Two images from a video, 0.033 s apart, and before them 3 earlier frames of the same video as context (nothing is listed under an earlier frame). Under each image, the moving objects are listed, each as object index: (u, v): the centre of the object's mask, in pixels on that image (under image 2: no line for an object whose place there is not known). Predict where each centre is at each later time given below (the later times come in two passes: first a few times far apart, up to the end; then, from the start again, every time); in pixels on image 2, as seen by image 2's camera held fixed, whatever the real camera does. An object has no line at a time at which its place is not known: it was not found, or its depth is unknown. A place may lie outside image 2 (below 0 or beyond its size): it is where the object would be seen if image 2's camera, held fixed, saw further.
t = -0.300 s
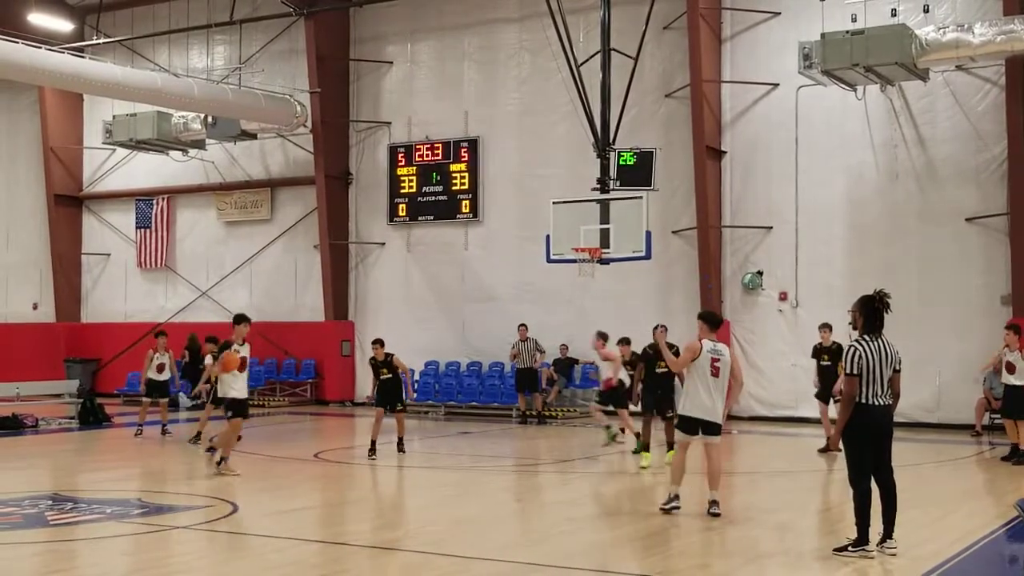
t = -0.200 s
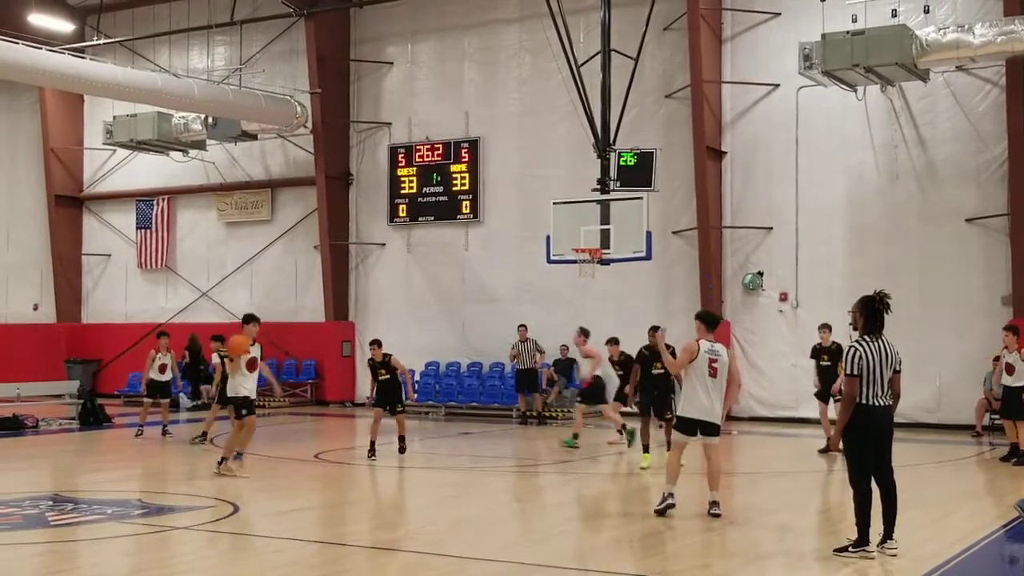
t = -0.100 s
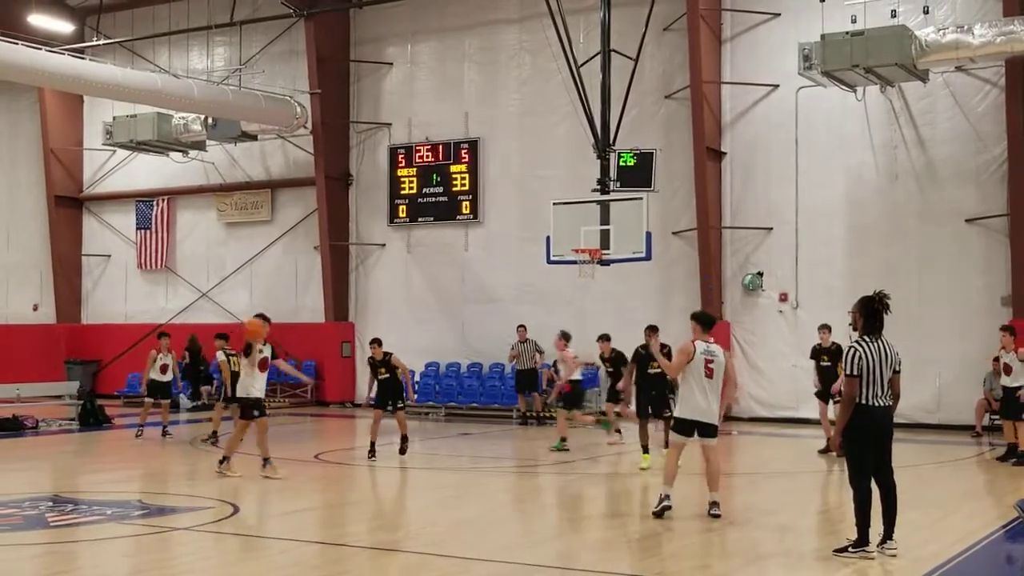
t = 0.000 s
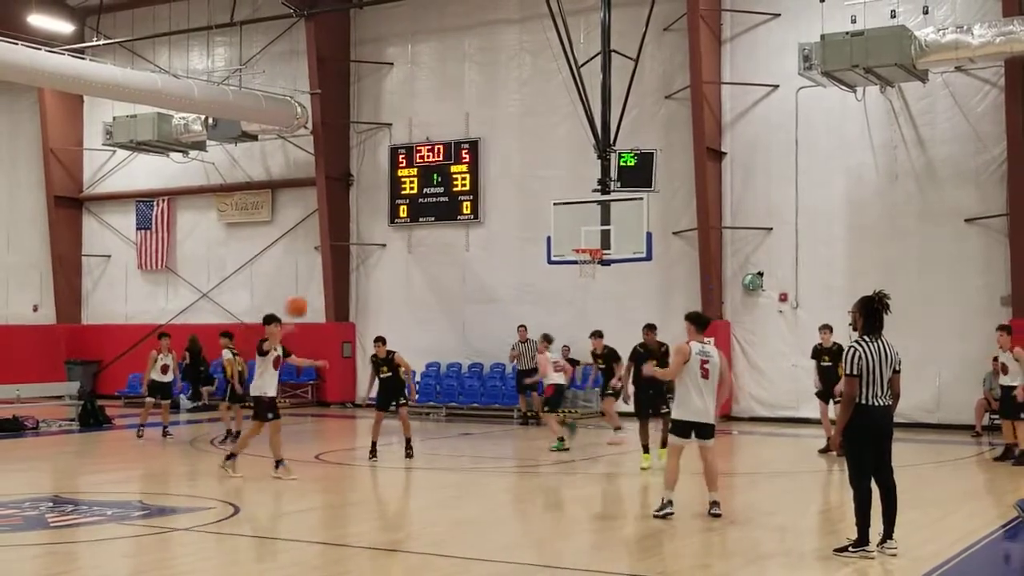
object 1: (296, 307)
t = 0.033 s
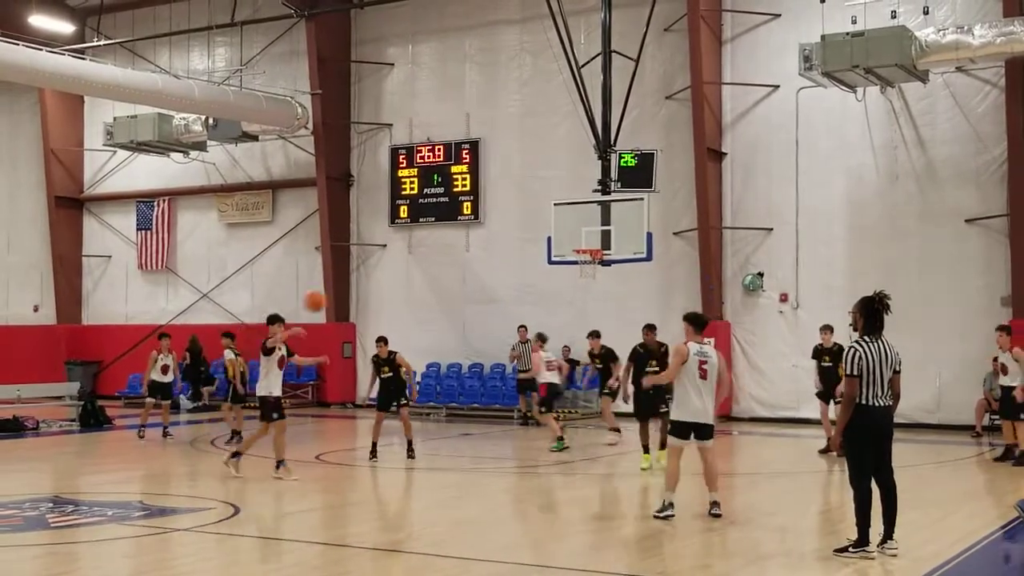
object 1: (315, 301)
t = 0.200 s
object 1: (408, 286)
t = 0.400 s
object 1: (530, 302)
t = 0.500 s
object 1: (595, 327)
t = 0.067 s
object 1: (335, 296)
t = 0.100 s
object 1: (351, 292)
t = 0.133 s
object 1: (371, 290)
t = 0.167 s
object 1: (389, 287)
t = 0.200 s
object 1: (408, 286)
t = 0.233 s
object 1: (428, 286)
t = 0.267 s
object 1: (447, 288)
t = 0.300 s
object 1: (467, 290)
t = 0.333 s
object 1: (488, 293)
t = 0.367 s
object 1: (508, 297)
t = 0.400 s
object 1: (530, 302)
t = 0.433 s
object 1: (551, 309)
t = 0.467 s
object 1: (573, 318)
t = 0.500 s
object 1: (595, 327)
